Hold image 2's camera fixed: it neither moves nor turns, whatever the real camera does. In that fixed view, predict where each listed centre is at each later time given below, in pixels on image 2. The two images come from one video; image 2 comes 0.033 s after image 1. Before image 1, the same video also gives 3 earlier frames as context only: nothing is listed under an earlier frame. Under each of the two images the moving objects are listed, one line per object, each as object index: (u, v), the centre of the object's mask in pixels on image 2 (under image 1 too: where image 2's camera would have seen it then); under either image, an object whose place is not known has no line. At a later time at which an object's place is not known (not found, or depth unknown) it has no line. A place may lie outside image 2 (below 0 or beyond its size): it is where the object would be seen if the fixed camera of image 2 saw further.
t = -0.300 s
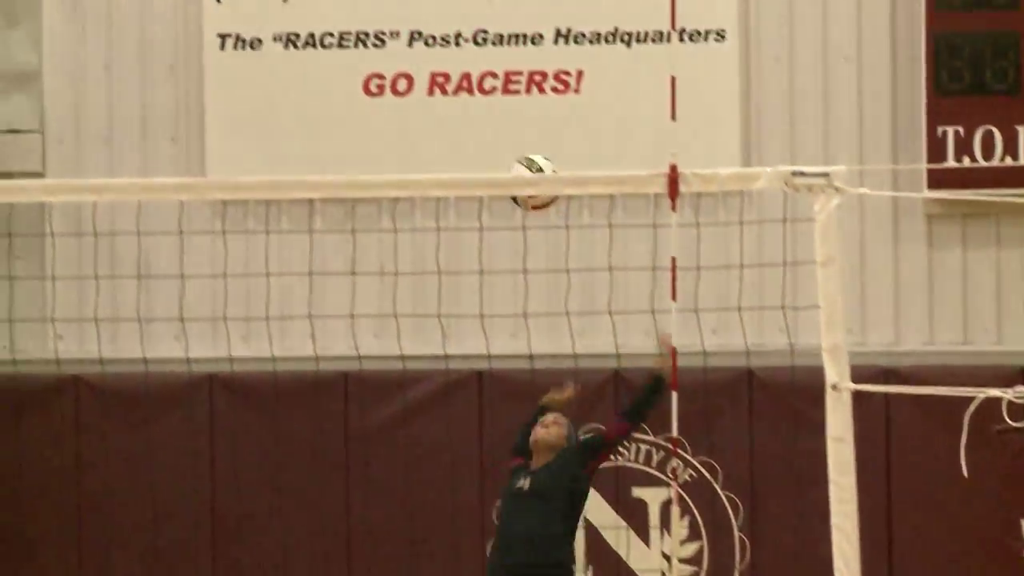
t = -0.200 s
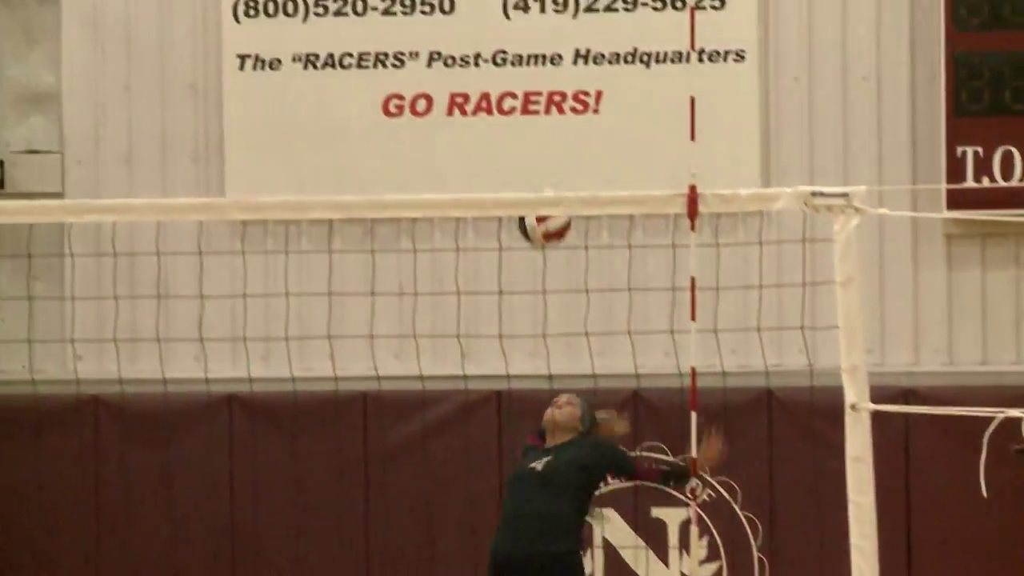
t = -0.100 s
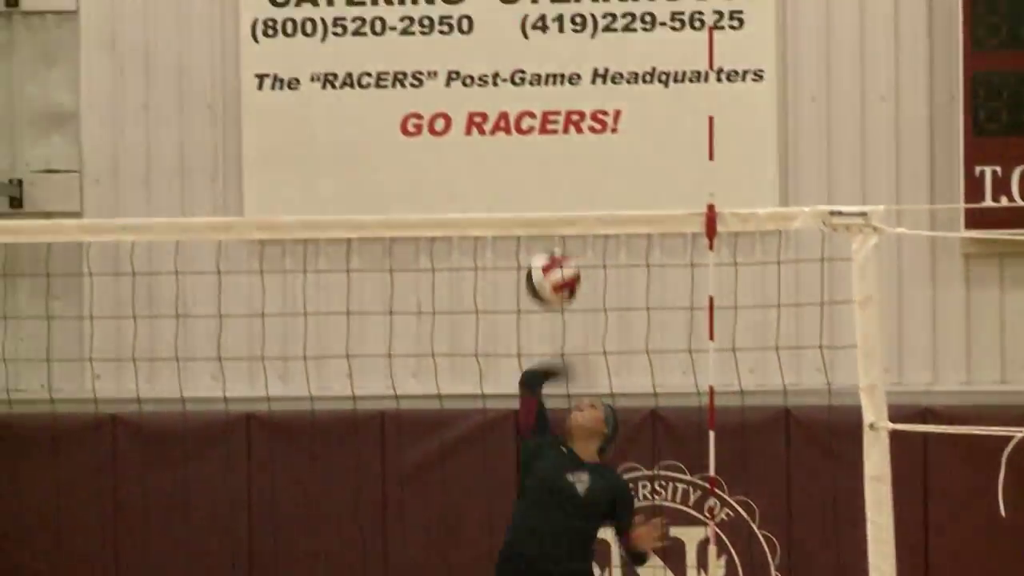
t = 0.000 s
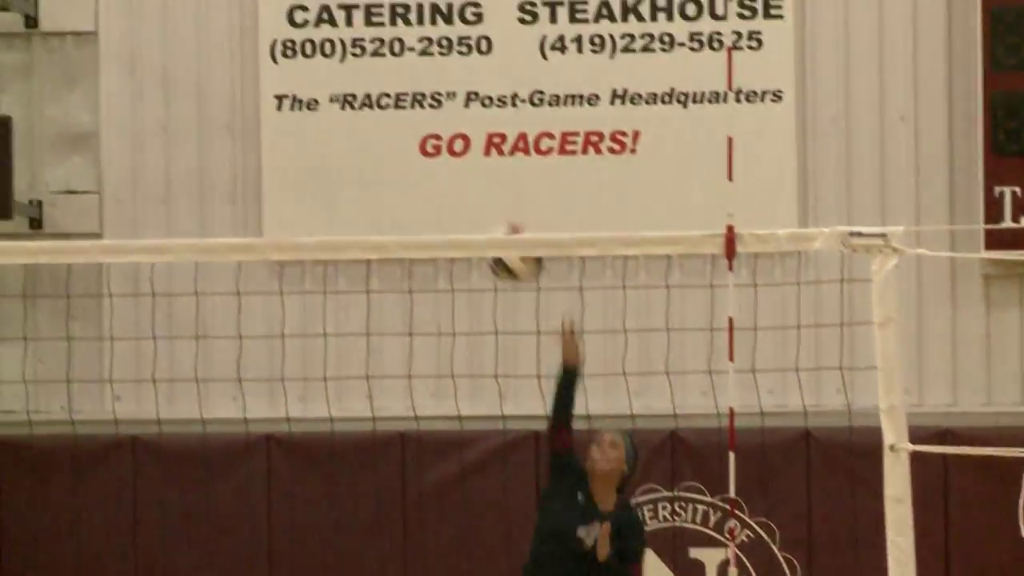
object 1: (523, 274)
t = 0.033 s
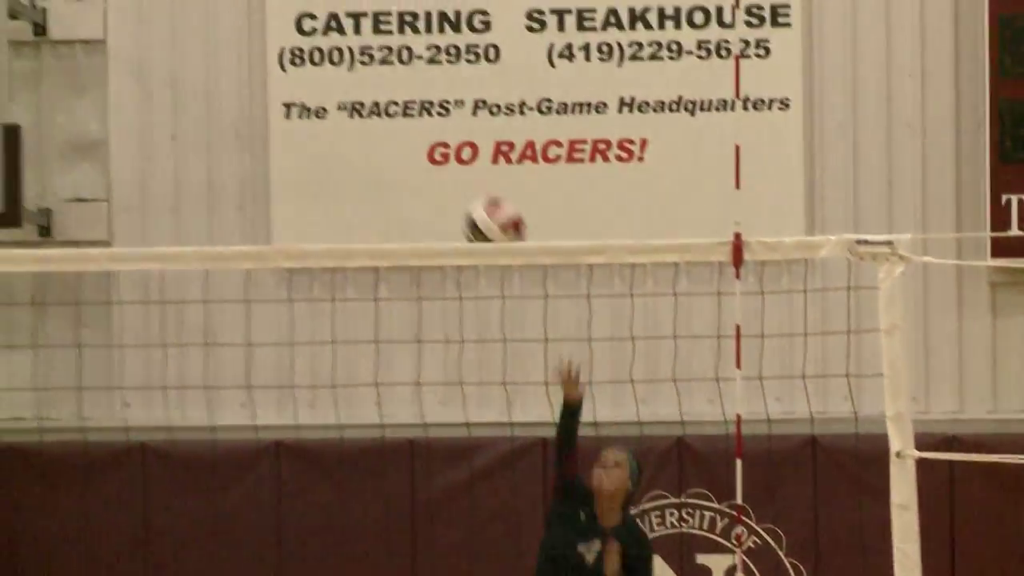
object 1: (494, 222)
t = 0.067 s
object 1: (465, 195)
